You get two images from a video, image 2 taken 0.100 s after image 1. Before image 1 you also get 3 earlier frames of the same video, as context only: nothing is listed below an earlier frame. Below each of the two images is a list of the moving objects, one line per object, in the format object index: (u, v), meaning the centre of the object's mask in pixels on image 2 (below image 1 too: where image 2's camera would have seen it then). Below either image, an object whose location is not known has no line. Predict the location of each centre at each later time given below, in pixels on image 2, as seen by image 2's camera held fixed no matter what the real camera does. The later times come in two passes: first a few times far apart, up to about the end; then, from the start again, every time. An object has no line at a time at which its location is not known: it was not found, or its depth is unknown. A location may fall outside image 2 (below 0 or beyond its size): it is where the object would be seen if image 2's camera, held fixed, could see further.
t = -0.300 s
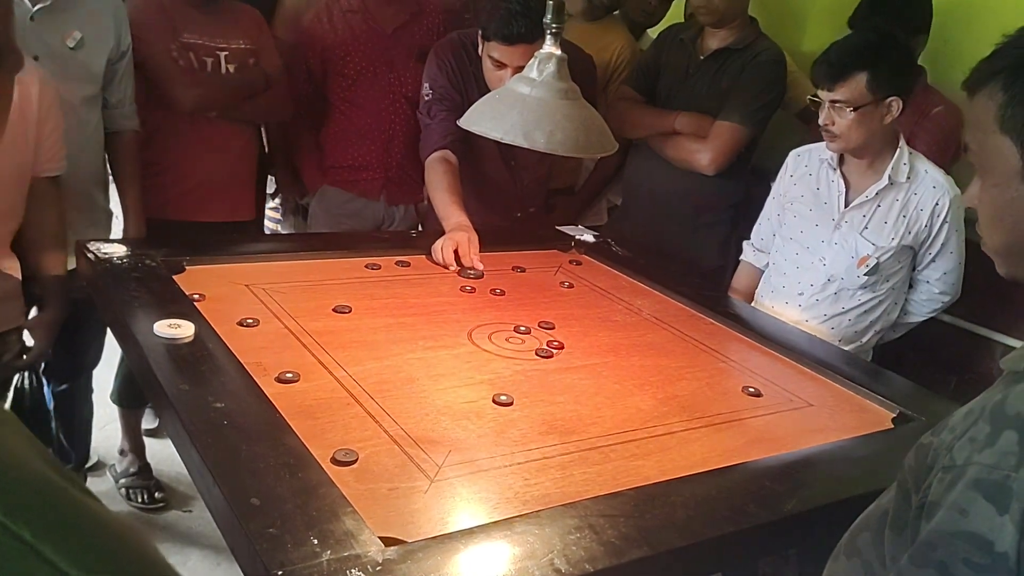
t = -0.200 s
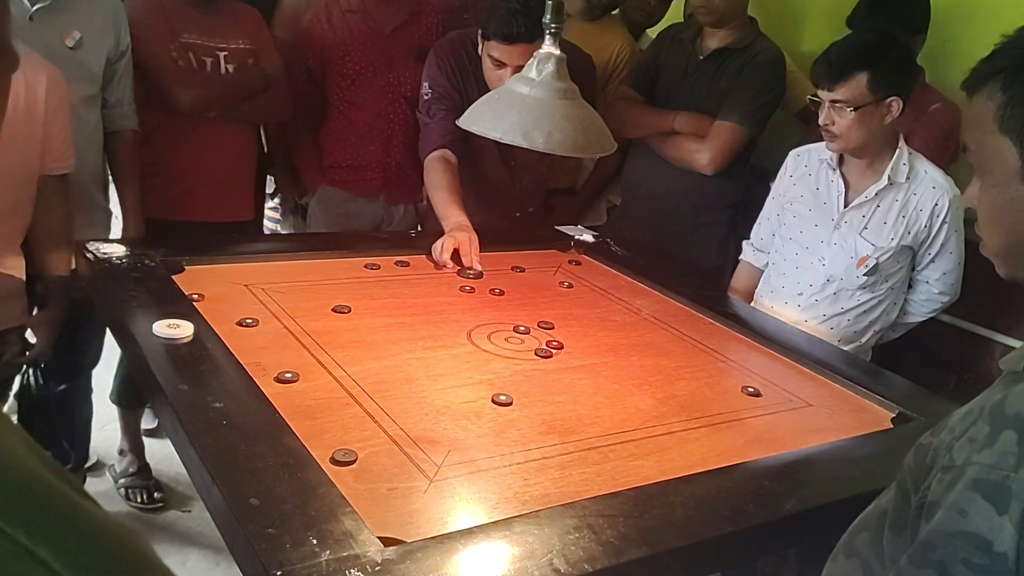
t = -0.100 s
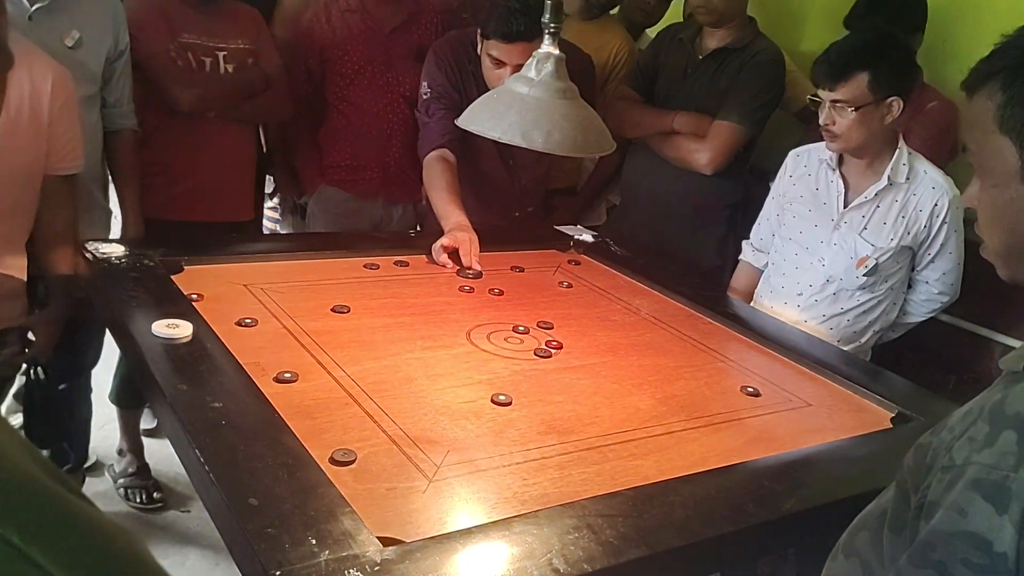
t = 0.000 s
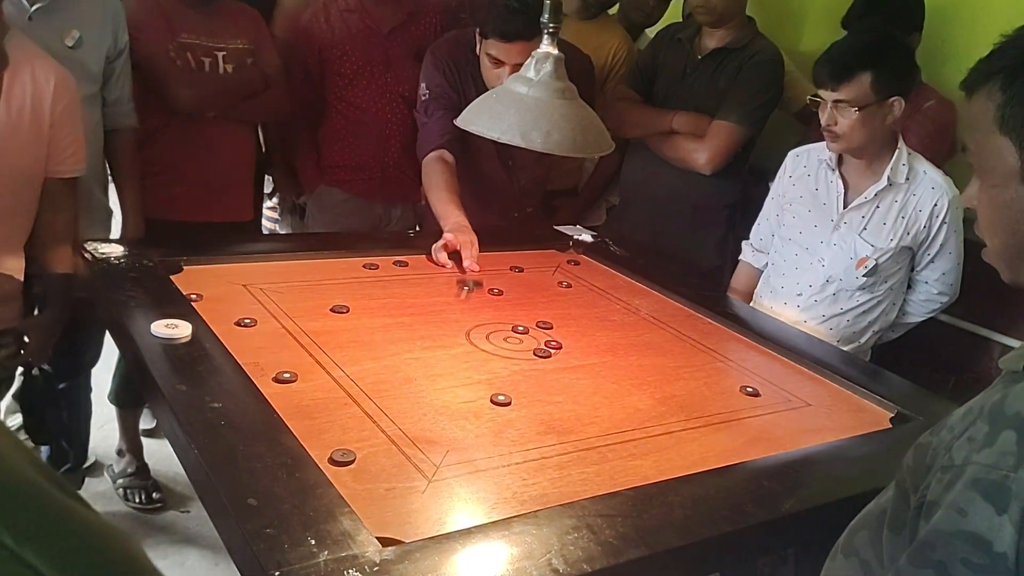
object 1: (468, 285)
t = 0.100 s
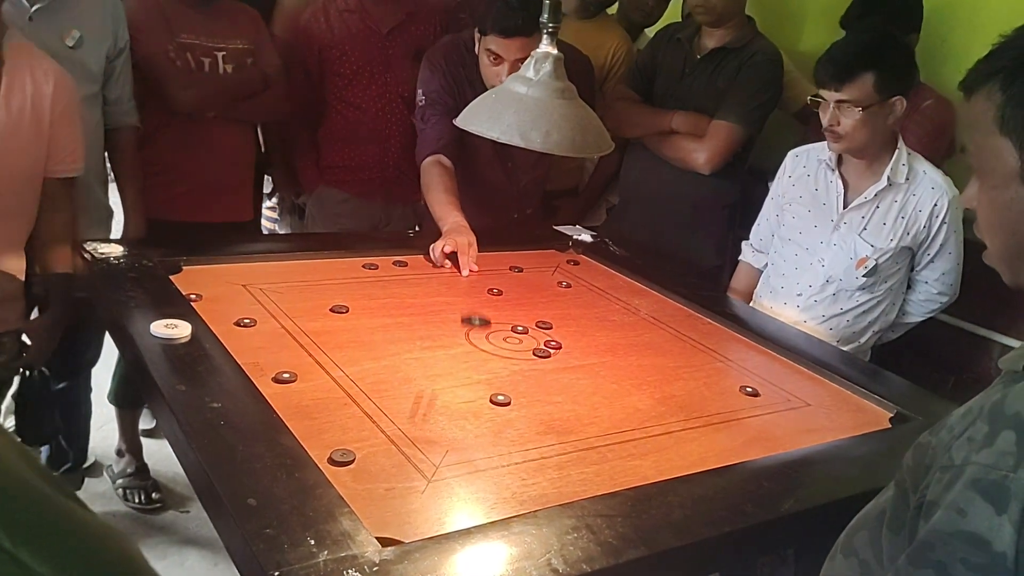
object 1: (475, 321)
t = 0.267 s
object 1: (482, 401)
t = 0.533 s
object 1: (439, 514)
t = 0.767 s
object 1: (363, 462)
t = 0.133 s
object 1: (478, 336)
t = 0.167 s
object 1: (481, 352)
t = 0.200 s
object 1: (483, 369)
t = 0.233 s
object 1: (486, 388)
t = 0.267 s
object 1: (482, 401)
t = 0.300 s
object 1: (479, 416)
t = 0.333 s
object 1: (476, 430)
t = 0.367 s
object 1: (473, 446)
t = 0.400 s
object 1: (469, 461)
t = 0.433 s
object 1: (465, 479)
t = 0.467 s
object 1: (462, 495)
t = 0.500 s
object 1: (456, 512)
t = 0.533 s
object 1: (439, 514)
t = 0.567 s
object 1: (416, 506)
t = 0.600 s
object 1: (396, 498)
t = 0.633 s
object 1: (375, 490)
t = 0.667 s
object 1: (355, 482)
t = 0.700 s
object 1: (353, 474)
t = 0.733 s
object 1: (358, 467)
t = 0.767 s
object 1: (363, 462)
